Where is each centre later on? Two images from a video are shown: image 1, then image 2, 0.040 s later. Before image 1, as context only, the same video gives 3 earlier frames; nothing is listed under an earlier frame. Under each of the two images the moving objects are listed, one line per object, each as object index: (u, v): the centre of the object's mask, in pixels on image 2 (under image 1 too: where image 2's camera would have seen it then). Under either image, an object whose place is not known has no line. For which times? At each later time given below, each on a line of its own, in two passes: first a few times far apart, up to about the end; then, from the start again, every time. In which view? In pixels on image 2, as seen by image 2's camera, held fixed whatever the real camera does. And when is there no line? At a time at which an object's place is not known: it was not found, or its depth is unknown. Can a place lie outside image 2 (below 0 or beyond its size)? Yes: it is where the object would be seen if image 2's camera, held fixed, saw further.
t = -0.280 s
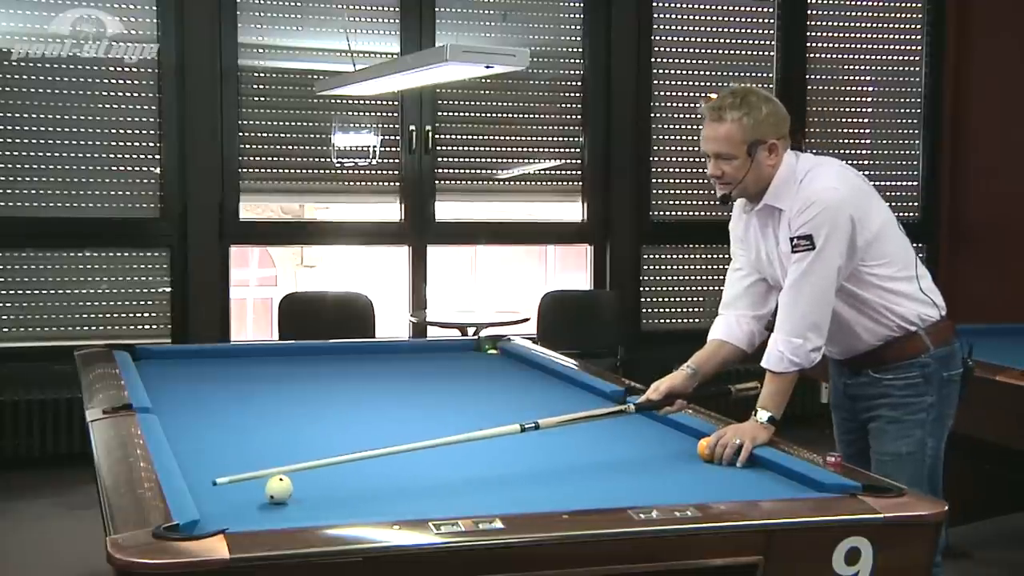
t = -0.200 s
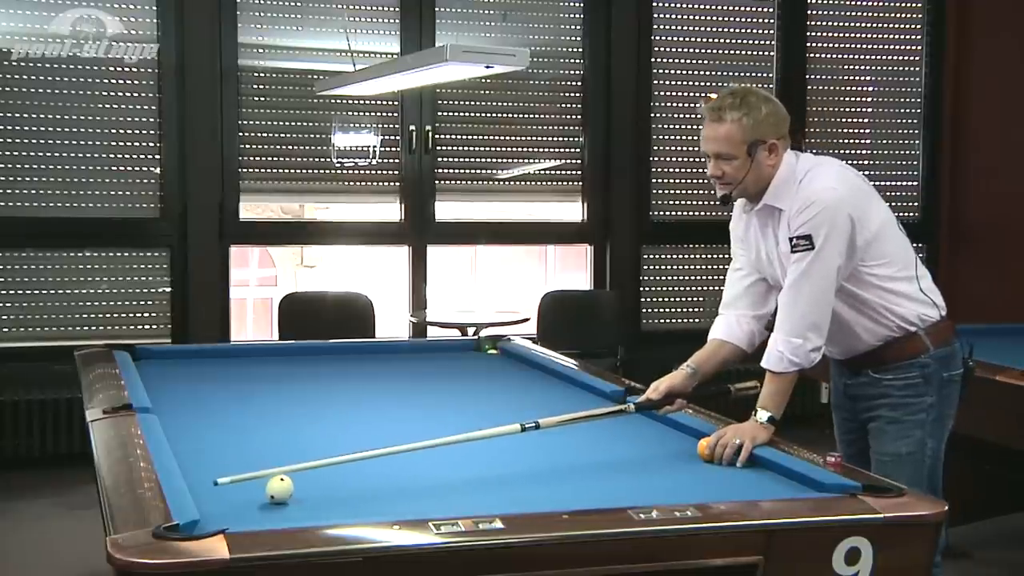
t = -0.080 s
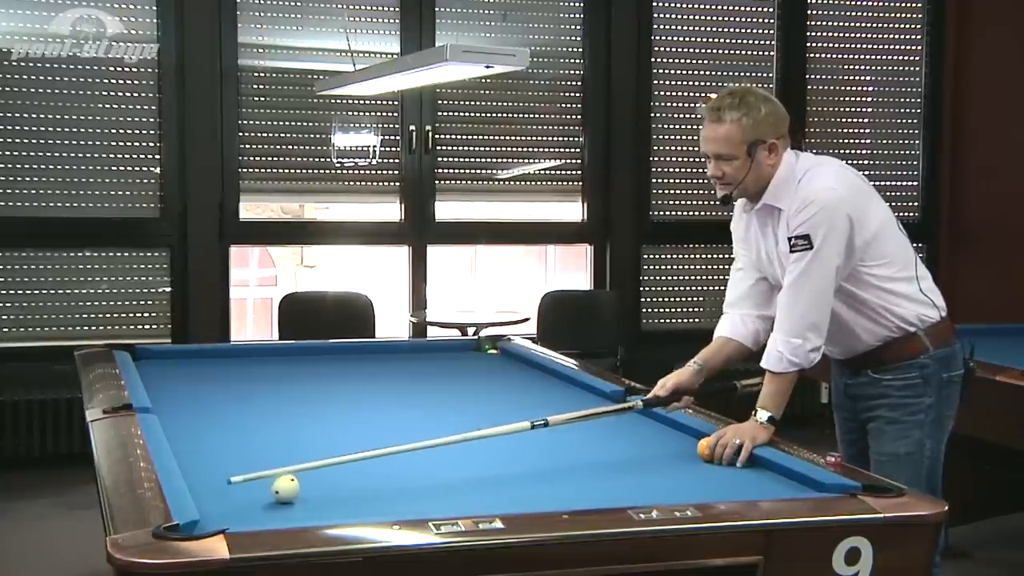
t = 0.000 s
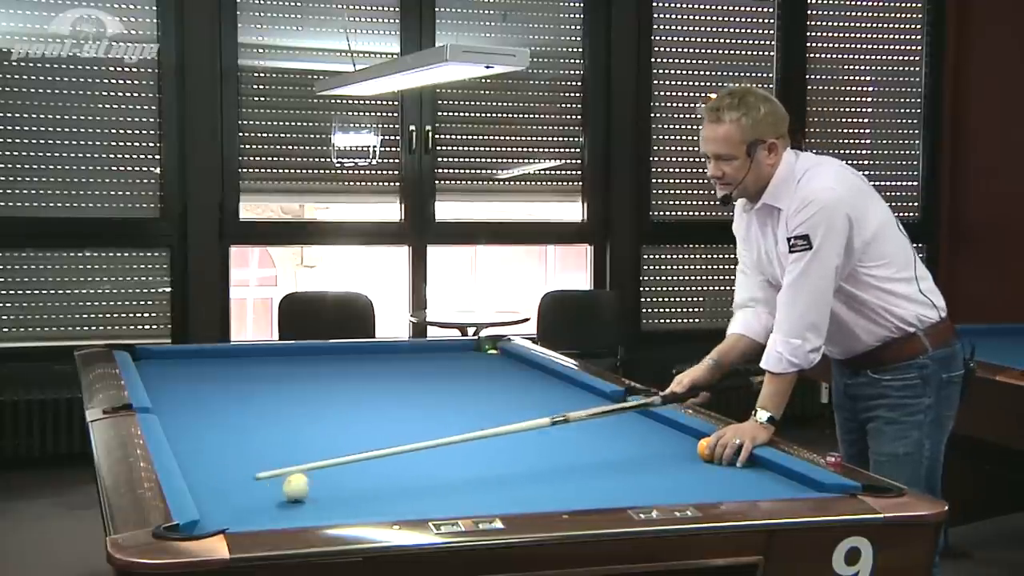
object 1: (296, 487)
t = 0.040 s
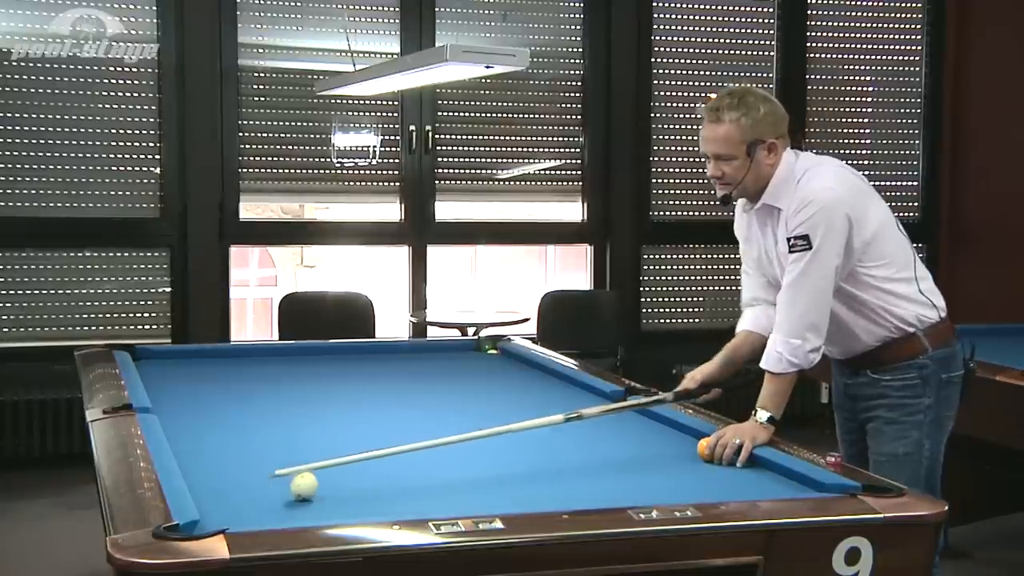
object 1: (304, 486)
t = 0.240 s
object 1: (350, 479)
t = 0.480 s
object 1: (403, 472)
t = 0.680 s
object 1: (442, 467)
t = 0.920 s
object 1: (487, 462)
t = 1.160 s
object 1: (528, 457)
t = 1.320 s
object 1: (554, 454)
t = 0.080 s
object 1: (313, 485)
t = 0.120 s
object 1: (322, 483)
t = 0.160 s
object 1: (332, 482)
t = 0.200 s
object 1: (341, 481)
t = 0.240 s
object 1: (350, 479)
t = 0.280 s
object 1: (359, 478)
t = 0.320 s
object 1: (368, 477)
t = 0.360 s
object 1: (377, 476)
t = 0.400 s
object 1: (386, 475)
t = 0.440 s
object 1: (394, 474)
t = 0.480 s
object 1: (403, 472)
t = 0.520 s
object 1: (411, 472)
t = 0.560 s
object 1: (419, 471)
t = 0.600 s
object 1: (427, 470)
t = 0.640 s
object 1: (435, 469)
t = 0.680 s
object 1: (442, 467)
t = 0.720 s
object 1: (450, 466)
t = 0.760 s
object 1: (458, 466)
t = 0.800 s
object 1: (465, 464)
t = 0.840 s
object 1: (473, 464)
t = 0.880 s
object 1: (480, 463)
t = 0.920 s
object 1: (487, 462)
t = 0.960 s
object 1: (494, 461)
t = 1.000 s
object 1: (501, 460)
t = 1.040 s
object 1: (508, 460)
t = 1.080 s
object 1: (515, 459)
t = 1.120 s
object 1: (522, 458)
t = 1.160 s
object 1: (528, 457)
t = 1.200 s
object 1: (535, 456)
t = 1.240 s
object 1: (541, 456)
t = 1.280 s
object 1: (548, 455)
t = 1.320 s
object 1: (554, 454)
